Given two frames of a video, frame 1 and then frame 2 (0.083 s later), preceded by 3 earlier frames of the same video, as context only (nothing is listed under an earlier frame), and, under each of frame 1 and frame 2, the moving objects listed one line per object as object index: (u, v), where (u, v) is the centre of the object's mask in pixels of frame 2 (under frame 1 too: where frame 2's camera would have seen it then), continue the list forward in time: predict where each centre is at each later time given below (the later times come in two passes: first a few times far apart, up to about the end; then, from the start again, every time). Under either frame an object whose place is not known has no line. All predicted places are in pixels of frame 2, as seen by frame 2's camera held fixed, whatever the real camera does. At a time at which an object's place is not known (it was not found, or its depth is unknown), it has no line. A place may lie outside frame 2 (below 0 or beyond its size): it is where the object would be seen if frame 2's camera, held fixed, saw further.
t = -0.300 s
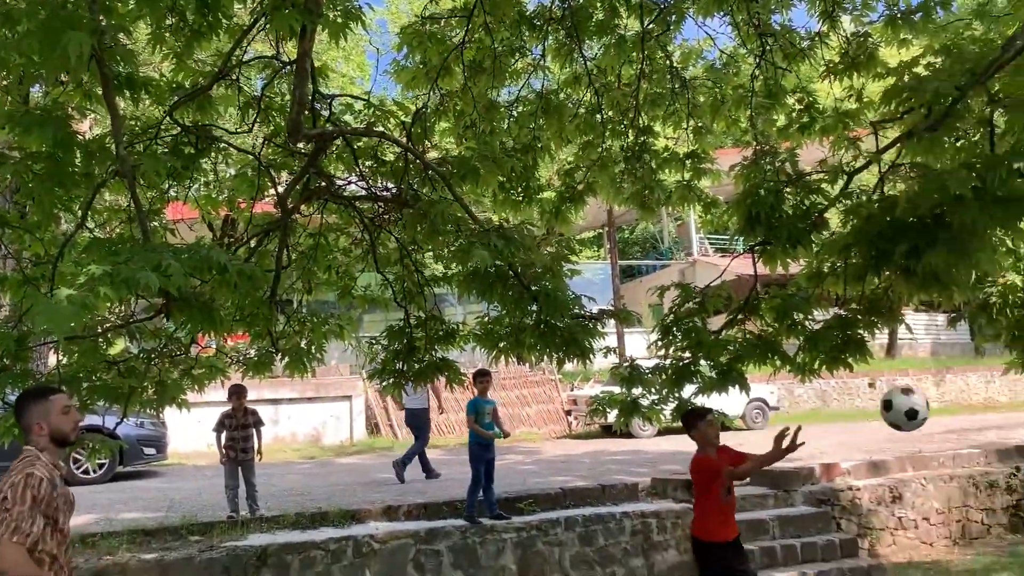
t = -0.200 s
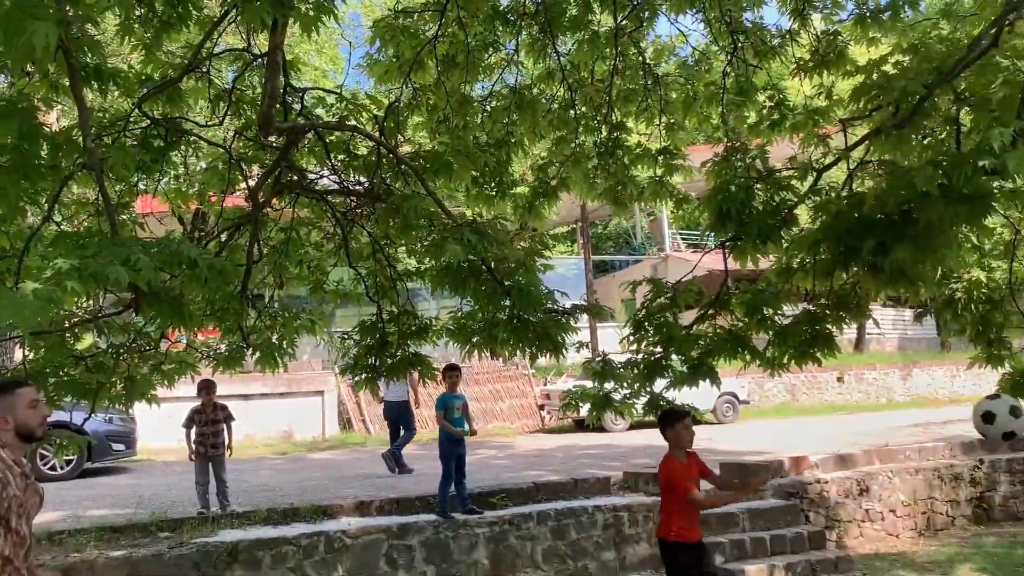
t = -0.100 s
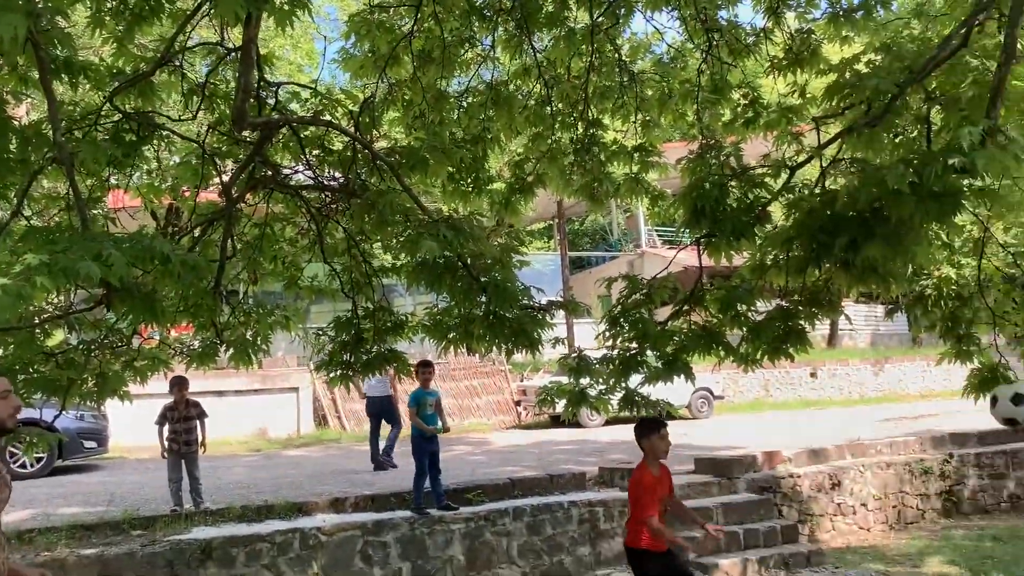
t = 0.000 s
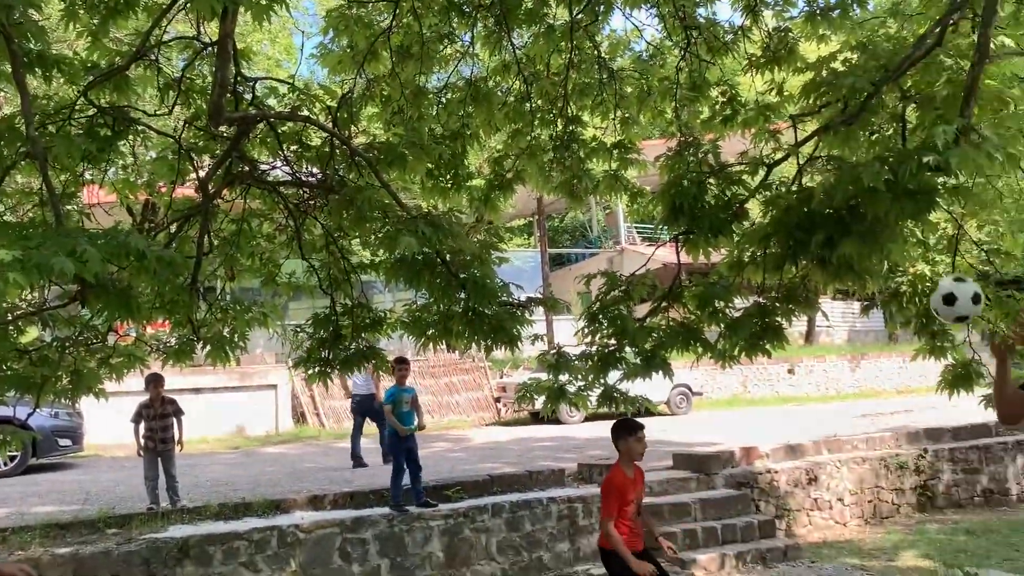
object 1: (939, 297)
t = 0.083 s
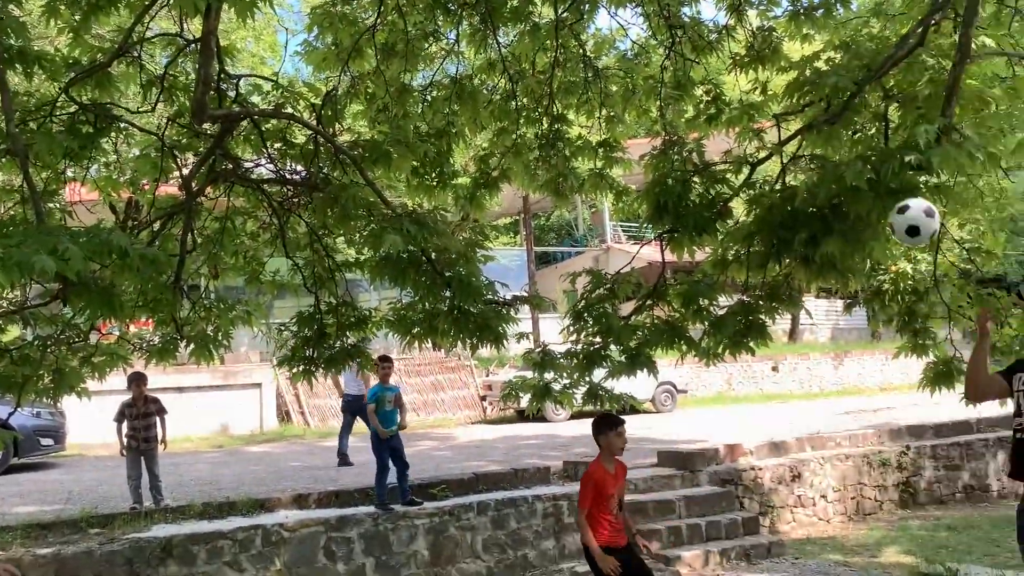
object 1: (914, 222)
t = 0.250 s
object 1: (877, 120)
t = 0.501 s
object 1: (836, 72)
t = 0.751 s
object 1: (813, 150)
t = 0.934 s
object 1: (807, 293)
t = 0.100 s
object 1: (910, 208)
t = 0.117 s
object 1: (906, 196)
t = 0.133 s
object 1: (902, 185)
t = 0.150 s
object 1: (898, 174)
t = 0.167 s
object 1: (894, 163)
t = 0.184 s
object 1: (890, 154)
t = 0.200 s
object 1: (887, 145)
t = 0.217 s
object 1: (884, 136)
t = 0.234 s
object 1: (880, 127)
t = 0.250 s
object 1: (877, 120)
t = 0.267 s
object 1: (874, 113)
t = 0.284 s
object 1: (871, 106)
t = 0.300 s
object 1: (868, 100)
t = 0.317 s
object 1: (865, 95)
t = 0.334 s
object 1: (862, 90)
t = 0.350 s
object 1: (859, 85)
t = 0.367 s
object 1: (856, 82)
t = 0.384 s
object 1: (854, 78)
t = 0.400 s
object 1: (851, 76)
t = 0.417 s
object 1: (848, 73)
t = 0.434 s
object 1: (846, 72)
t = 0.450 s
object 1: (844, 71)
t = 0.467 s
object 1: (841, 71)
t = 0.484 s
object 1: (839, 71)
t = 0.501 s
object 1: (836, 72)
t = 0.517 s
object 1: (834, 73)
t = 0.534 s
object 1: (832, 75)
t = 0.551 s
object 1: (831, 77)
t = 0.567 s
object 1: (829, 80)
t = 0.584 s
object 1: (827, 83)
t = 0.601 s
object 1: (825, 88)
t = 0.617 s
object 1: (824, 92)
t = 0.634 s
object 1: (822, 98)
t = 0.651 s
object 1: (820, 103)
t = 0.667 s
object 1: (819, 110)
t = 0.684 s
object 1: (817, 117)
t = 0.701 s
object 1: (816, 124)
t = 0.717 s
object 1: (815, 133)
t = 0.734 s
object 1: (815, 141)
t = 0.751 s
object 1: (813, 150)
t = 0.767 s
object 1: (812, 161)
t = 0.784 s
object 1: (811, 172)
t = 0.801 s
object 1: (810, 183)
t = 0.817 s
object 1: (809, 195)
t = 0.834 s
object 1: (809, 207)
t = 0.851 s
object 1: (808, 220)
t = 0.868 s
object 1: (808, 233)
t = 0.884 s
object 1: (808, 247)
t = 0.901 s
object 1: (807, 262)
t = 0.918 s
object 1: (808, 278)
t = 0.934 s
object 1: (807, 293)
